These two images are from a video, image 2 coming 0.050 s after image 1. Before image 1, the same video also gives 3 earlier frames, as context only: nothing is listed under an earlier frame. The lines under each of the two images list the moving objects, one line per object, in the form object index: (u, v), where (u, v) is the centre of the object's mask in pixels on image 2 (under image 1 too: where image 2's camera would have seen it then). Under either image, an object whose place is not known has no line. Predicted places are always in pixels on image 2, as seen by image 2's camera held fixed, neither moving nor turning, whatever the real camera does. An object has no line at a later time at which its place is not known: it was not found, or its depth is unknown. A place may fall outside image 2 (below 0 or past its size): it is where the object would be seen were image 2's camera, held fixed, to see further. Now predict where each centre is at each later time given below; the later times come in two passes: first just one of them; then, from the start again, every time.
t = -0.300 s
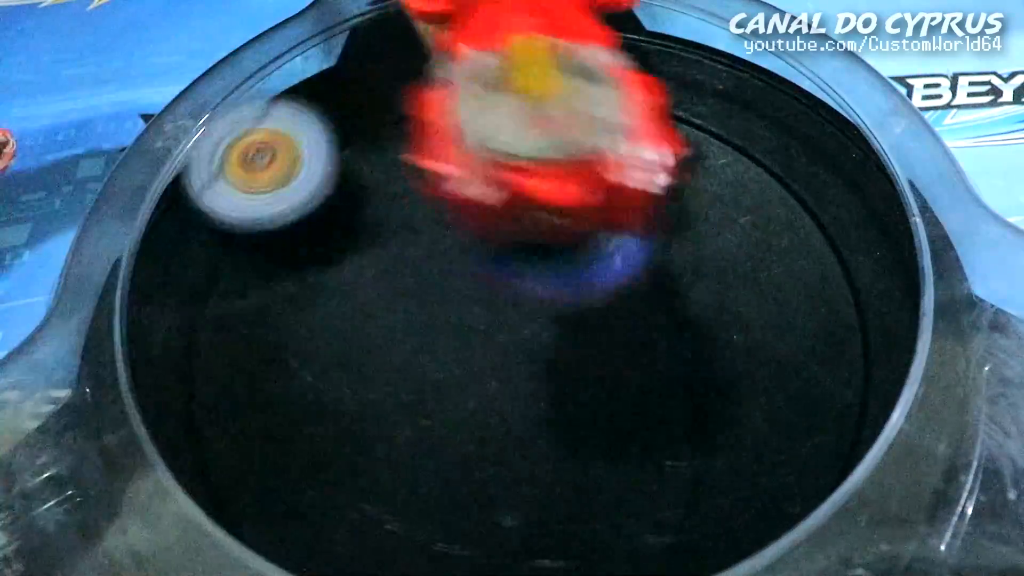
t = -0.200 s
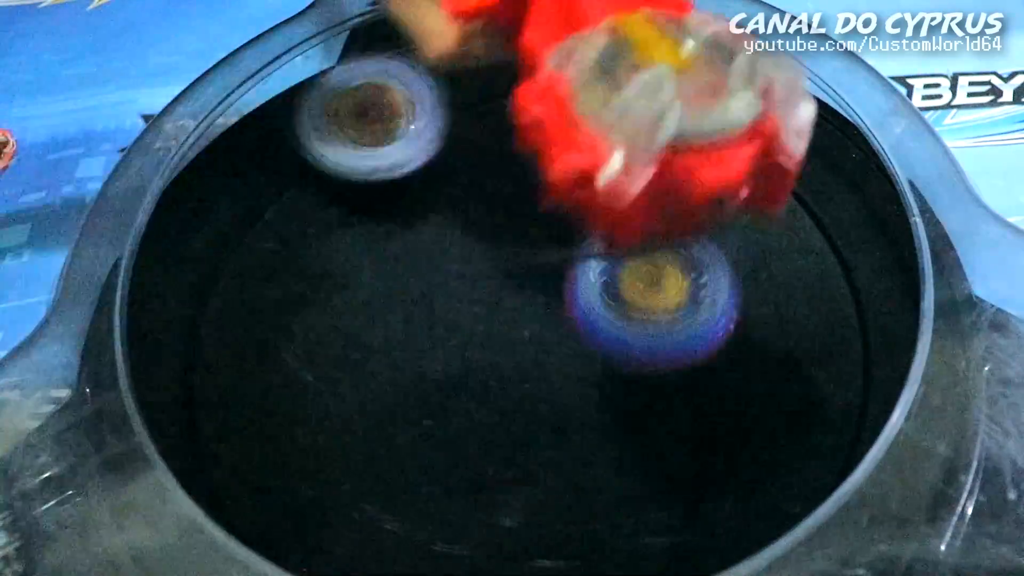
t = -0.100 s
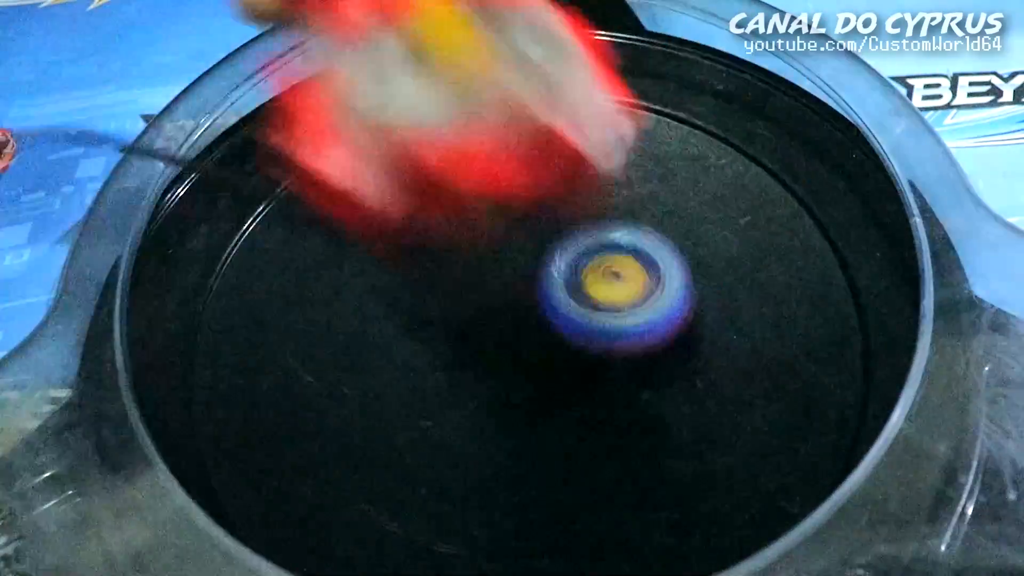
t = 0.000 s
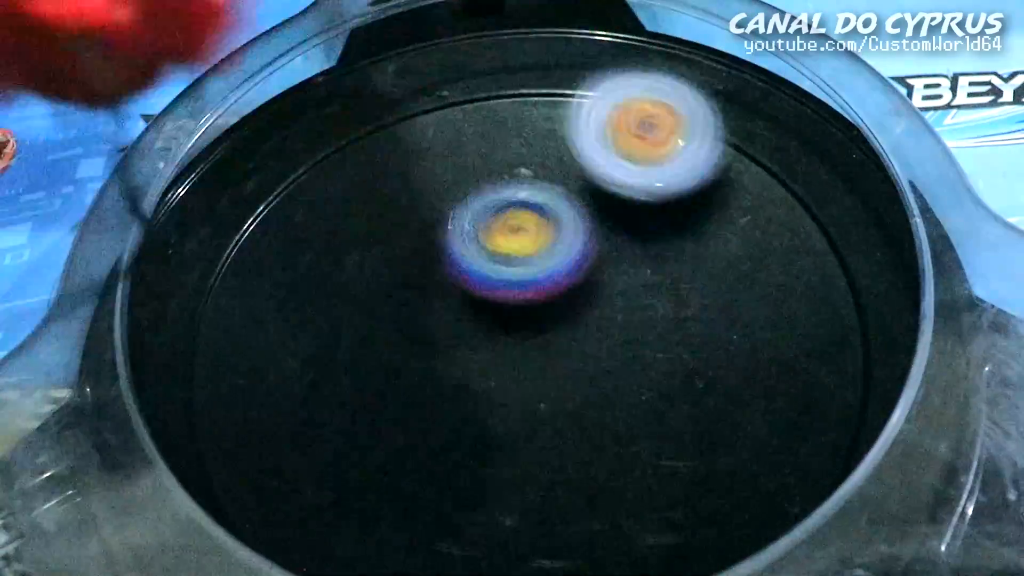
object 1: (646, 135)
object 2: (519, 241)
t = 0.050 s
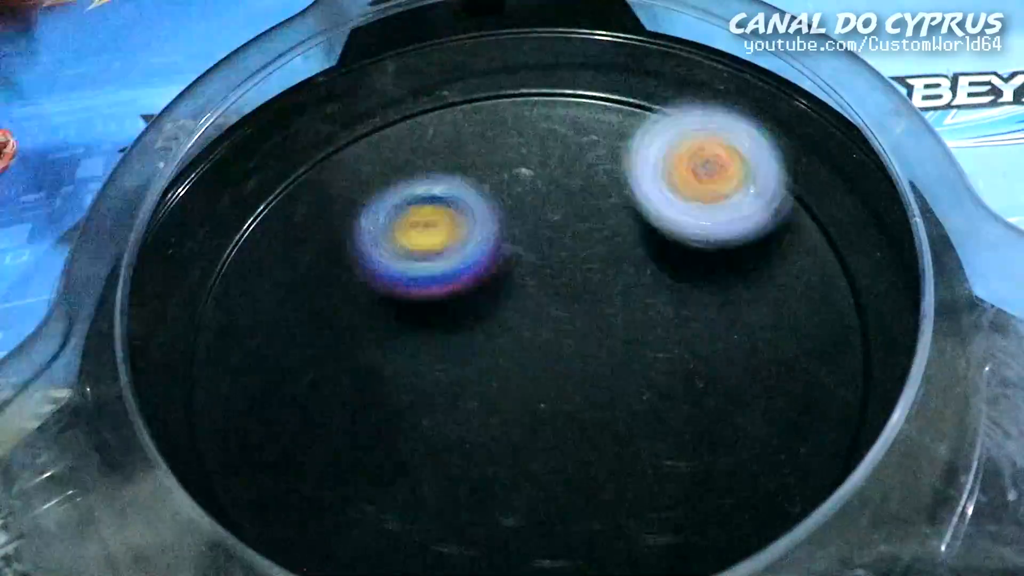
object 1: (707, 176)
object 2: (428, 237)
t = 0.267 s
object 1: (627, 495)
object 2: (299, 511)
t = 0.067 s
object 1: (723, 195)
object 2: (398, 240)
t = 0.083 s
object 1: (735, 216)
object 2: (366, 246)
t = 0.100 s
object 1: (744, 238)
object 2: (334, 257)
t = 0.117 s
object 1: (751, 264)
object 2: (304, 271)
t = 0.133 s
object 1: (753, 289)
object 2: (276, 289)
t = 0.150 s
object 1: (751, 318)
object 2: (249, 310)
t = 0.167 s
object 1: (747, 348)
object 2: (225, 337)
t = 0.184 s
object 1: (737, 375)
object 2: (209, 365)
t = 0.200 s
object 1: (722, 402)
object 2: (194, 397)
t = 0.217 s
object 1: (705, 430)
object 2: (204, 429)
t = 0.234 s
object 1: (683, 455)
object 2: (240, 457)
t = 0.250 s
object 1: (657, 478)
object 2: (267, 488)
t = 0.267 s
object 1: (627, 495)
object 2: (299, 511)
